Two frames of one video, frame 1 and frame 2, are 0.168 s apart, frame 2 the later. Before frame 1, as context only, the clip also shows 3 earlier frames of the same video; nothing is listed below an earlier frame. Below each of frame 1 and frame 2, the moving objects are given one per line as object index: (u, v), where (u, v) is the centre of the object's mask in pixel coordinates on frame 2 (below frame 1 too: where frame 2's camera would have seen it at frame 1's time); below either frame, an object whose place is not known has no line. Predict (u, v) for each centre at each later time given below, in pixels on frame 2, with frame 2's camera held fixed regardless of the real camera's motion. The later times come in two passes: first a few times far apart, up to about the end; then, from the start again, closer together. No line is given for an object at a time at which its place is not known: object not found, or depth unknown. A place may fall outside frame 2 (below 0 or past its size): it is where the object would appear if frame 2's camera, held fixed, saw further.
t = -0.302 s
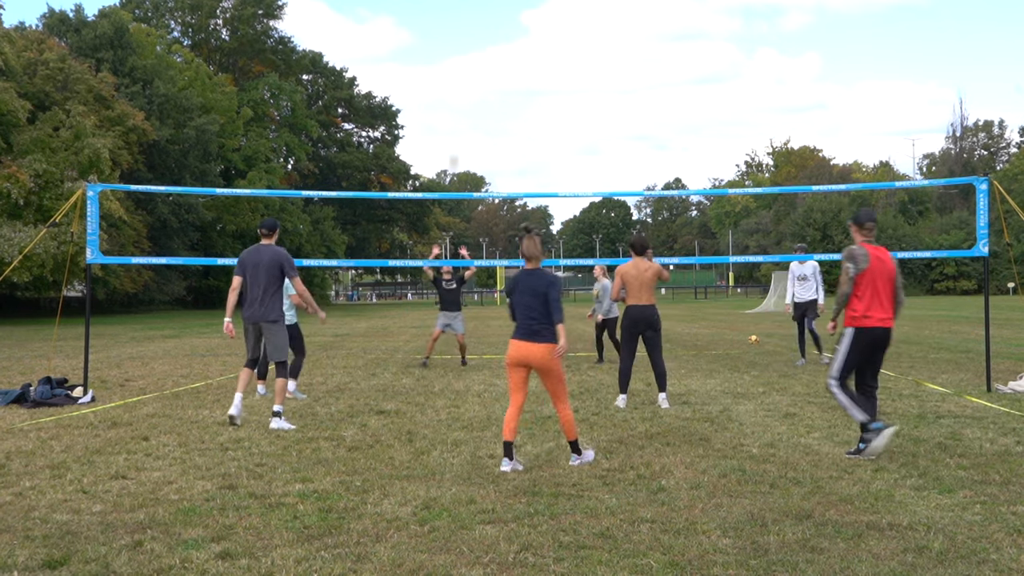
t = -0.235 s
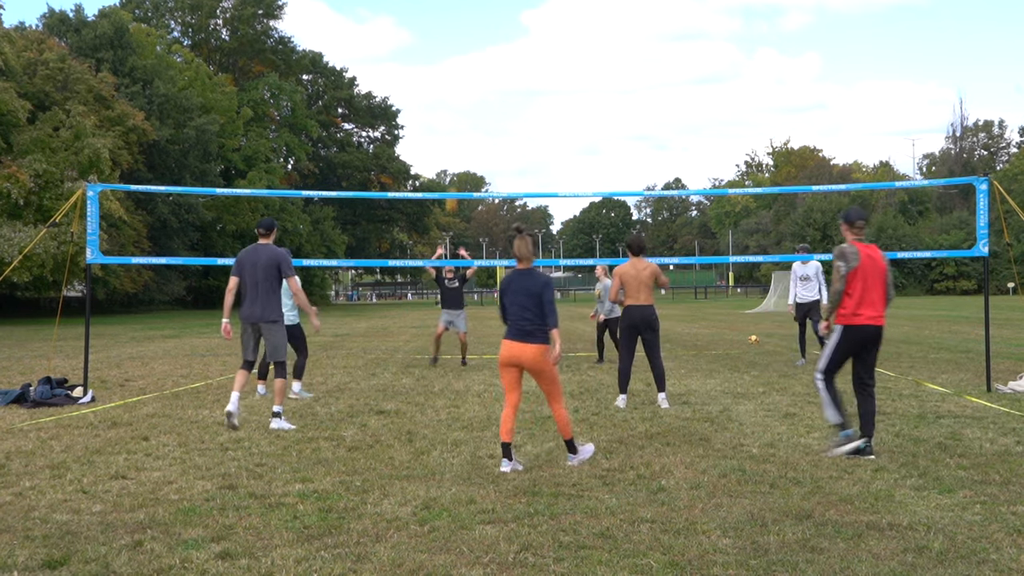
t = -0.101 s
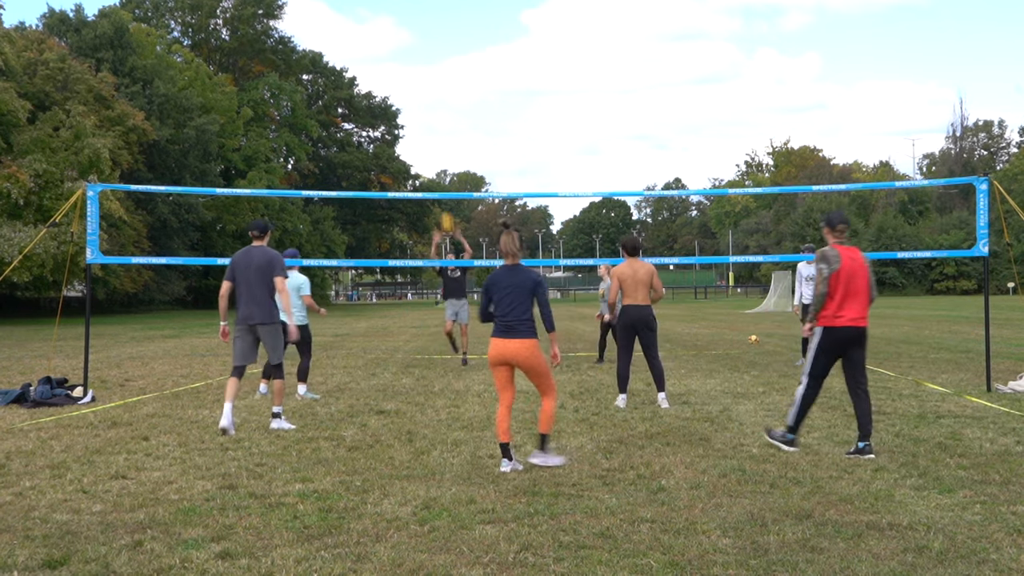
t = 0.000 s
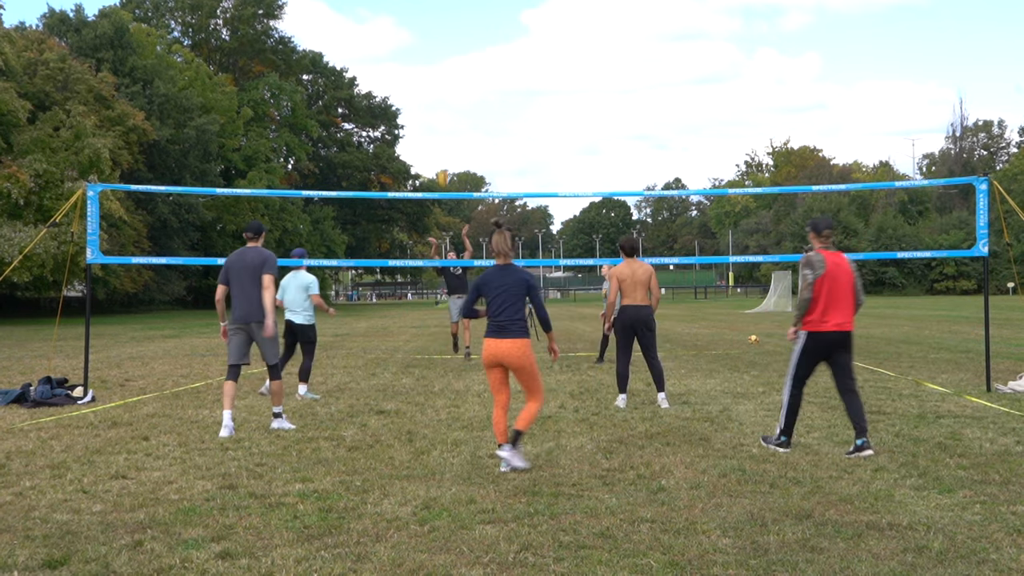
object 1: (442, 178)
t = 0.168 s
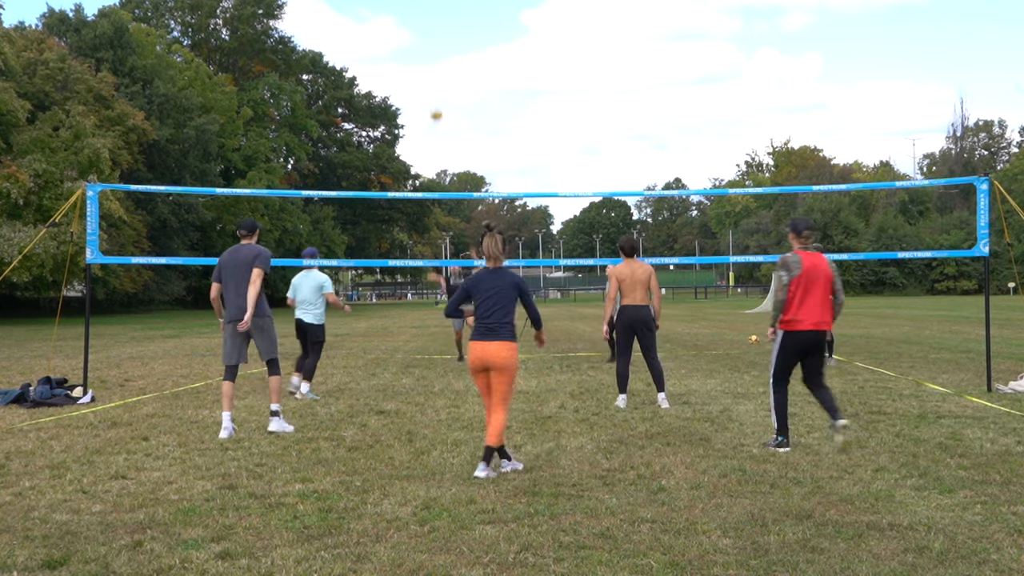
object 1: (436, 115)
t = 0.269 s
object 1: (433, 85)
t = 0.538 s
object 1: (423, 34)
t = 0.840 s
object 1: (415, 29)
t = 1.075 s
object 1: (409, 68)
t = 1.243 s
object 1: (407, 121)
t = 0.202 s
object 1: (435, 105)
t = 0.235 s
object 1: (434, 94)
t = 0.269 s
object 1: (433, 85)
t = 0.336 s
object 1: (430, 68)
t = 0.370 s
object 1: (429, 61)
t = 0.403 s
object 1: (428, 54)
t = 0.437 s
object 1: (427, 48)
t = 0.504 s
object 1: (425, 38)
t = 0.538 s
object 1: (423, 34)
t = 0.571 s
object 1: (423, 30)
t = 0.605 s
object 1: (421, 27)
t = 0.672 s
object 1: (419, 25)
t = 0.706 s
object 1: (419, 24)
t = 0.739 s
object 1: (418, 24)
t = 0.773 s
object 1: (417, 25)
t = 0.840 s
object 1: (415, 29)
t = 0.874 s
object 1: (414, 32)
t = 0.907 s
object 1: (413, 36)
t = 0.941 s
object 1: (412, 41)
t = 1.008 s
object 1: (411, 53)
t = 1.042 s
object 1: (410, 60)
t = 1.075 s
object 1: (409, 68)
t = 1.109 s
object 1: (409, 77)
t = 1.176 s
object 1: (408, 97)
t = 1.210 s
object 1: (408, 109)
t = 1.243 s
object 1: (407, 121)
